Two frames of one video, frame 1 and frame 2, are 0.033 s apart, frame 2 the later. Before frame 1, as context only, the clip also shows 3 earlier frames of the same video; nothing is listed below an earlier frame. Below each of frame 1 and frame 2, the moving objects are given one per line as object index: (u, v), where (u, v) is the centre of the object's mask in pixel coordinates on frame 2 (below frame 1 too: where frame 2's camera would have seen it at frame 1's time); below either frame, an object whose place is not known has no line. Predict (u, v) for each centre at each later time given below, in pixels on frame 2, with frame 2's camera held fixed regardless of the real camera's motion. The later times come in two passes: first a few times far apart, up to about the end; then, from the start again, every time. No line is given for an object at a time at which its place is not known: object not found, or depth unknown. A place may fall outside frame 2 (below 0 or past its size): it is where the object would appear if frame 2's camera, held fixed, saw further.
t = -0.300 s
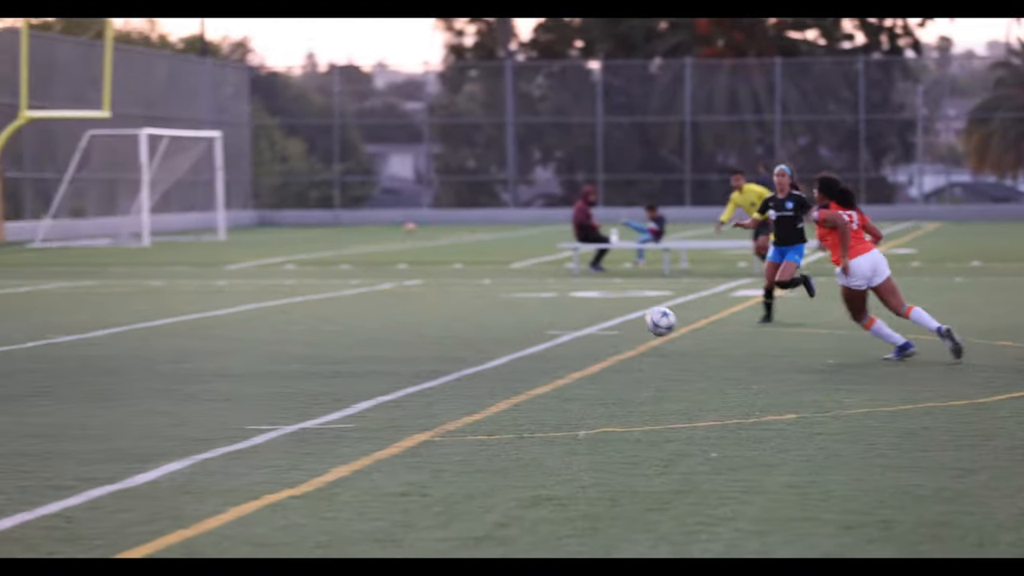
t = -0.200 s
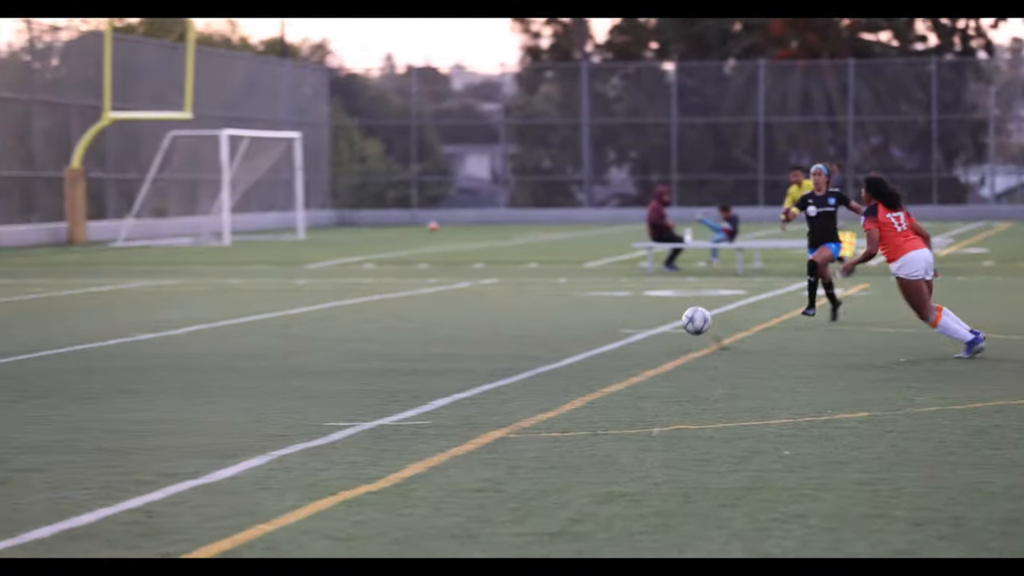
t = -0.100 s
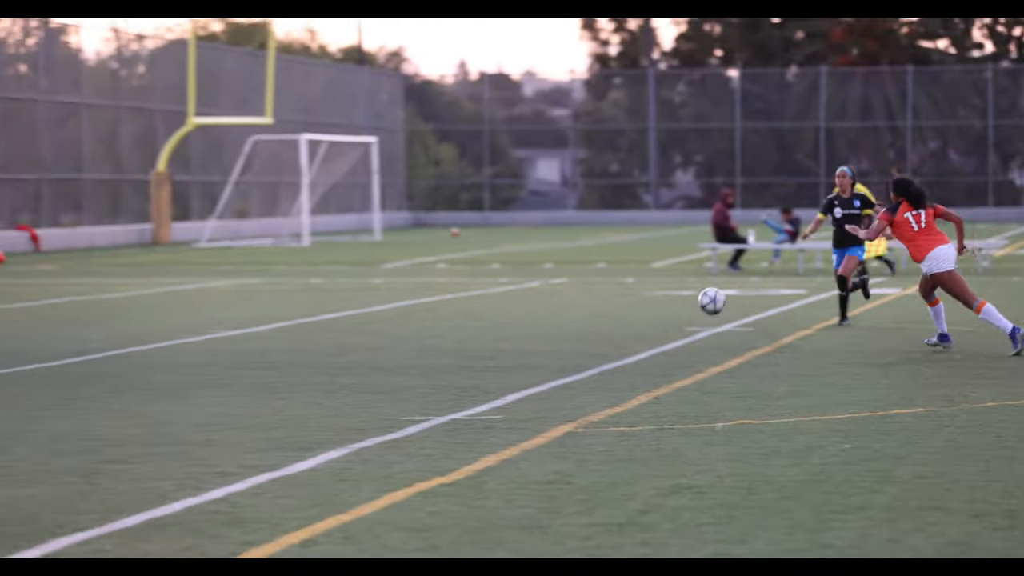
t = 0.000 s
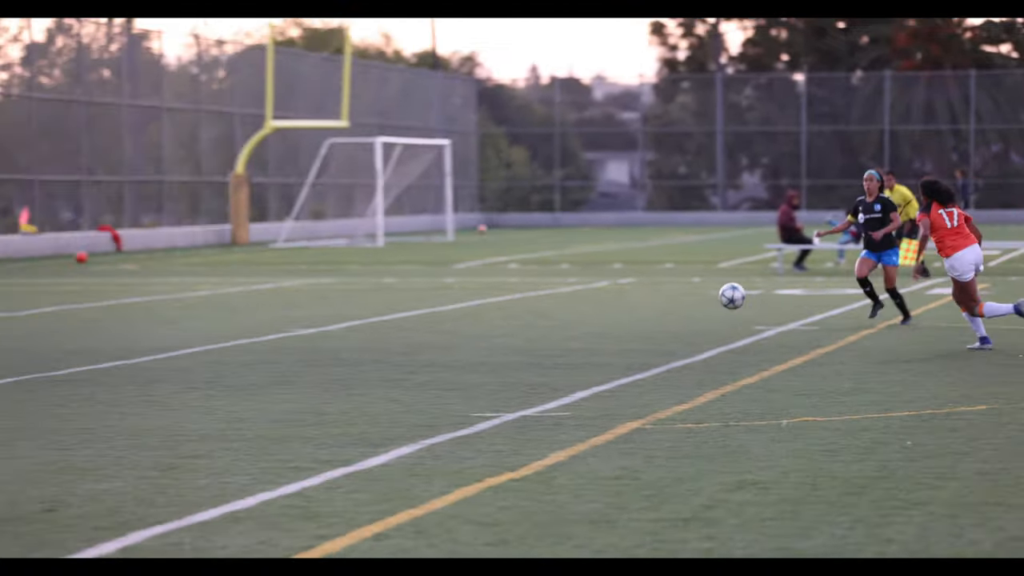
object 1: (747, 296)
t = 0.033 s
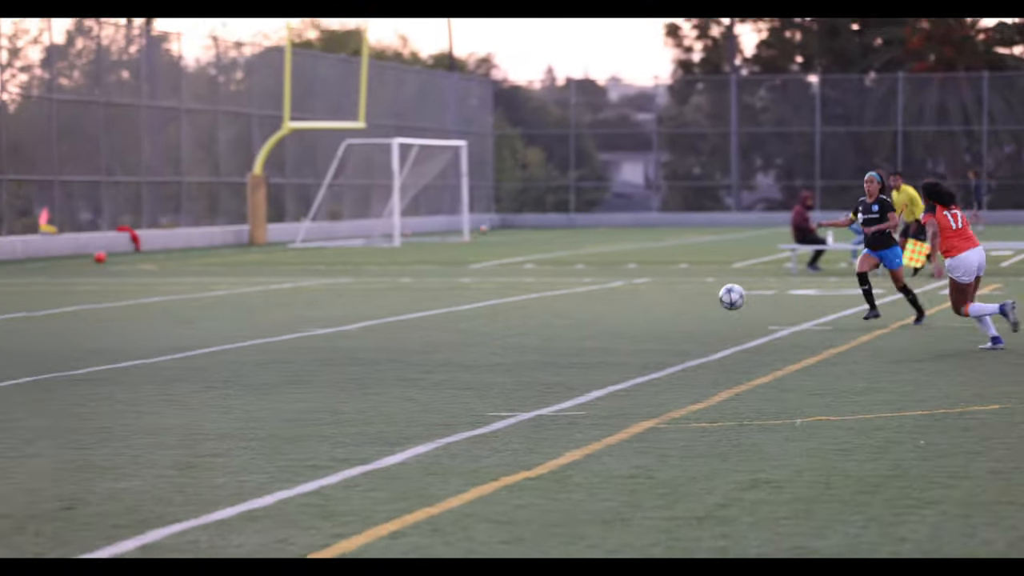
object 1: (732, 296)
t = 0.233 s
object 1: (648, 327)
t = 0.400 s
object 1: (589, 313)
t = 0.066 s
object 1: (717, 299)
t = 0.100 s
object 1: (702, 301)
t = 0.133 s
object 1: (688, 307)
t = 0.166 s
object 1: (675, 313)
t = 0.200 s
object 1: (662, 320)
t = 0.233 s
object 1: (648, 327)
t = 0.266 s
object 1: (636, 322)
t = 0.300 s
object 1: (624, 318)
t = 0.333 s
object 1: (612, 315)
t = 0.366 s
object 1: (600, 313)
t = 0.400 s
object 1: (589, 313)
